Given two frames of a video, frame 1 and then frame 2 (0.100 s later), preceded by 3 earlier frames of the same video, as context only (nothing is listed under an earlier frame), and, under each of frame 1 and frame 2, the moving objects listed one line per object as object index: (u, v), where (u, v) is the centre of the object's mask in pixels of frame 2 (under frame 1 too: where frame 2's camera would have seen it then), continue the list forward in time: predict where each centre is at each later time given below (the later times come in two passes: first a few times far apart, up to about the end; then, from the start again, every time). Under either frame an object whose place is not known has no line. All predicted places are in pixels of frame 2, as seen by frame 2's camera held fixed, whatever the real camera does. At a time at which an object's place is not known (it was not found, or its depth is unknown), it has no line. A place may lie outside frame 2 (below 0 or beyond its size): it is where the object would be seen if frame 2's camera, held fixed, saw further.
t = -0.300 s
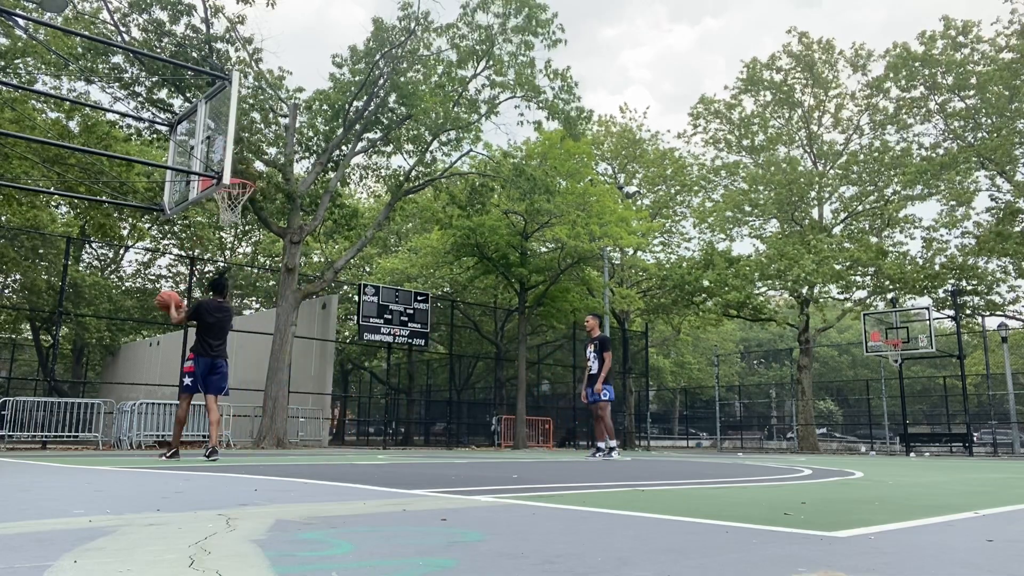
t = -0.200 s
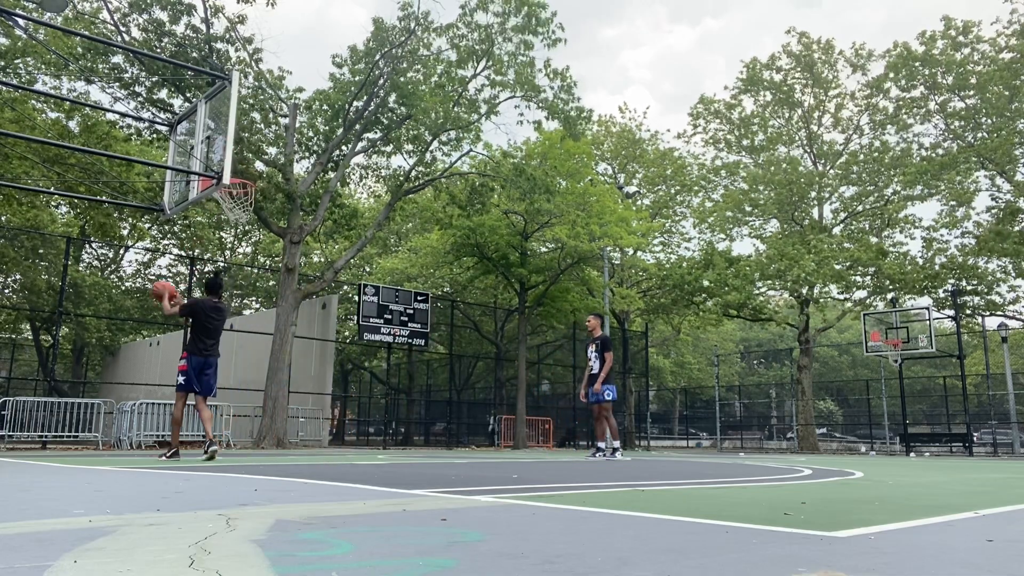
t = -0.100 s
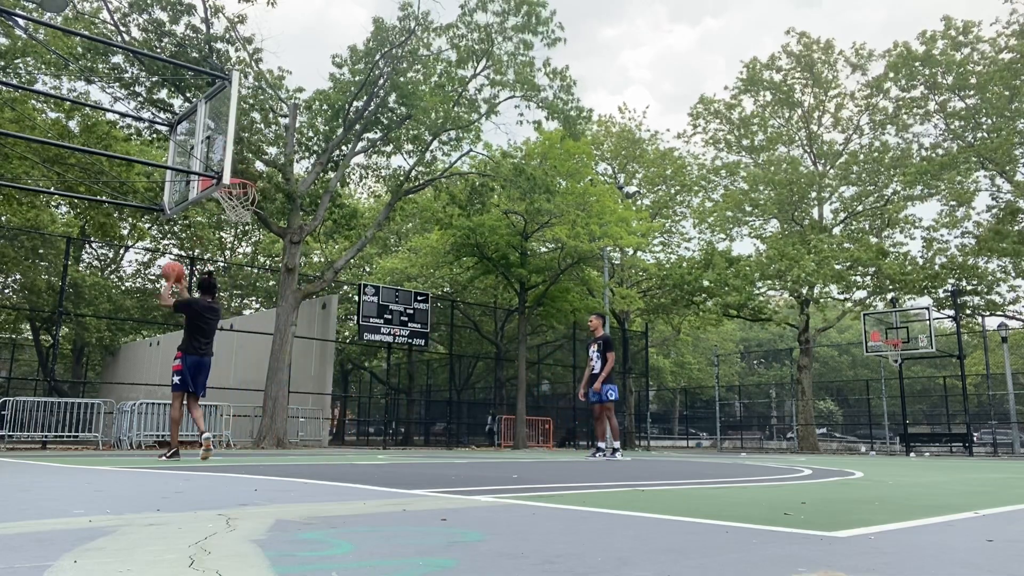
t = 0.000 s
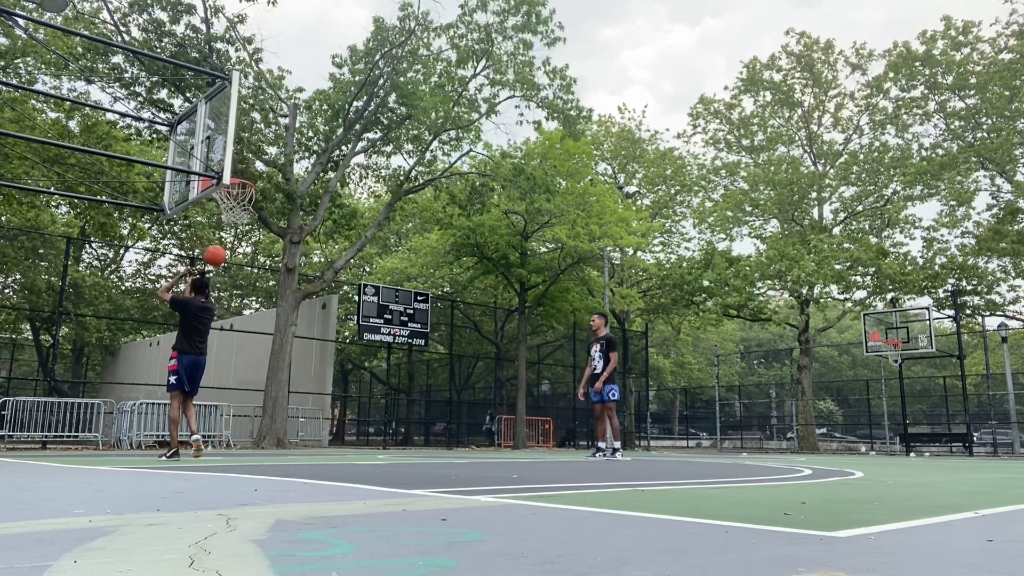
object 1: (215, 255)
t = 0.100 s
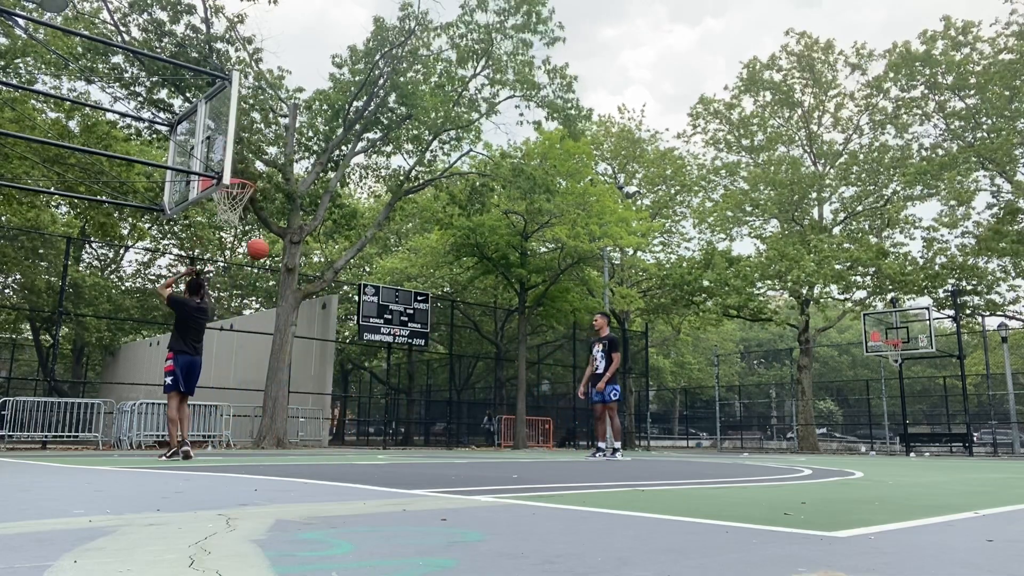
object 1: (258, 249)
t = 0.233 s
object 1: (313, 253)
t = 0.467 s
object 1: (403, 294)
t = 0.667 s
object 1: (479, 366)
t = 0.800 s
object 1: (530, 434)
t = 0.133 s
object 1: (272, 248)
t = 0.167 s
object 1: (286, 249)
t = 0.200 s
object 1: (299, 250)
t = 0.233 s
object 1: (313, 253)
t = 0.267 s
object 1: (325, 256)
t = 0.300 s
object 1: (340, 260)
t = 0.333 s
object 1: (352, 265)
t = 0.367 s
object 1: (365, 271)
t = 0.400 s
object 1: (378, 278)
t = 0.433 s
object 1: (391, 285)
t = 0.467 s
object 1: (403, 294)
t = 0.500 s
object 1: (416, 304)
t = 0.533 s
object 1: (428, 314)
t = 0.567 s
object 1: (441, 326)
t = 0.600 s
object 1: (454, 338)
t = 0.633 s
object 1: (467, 352)
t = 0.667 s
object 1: (479, 366)
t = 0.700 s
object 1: (492, 382)
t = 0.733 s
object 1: (504, 398)
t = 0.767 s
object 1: (517, 415)
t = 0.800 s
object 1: (530, 434)
